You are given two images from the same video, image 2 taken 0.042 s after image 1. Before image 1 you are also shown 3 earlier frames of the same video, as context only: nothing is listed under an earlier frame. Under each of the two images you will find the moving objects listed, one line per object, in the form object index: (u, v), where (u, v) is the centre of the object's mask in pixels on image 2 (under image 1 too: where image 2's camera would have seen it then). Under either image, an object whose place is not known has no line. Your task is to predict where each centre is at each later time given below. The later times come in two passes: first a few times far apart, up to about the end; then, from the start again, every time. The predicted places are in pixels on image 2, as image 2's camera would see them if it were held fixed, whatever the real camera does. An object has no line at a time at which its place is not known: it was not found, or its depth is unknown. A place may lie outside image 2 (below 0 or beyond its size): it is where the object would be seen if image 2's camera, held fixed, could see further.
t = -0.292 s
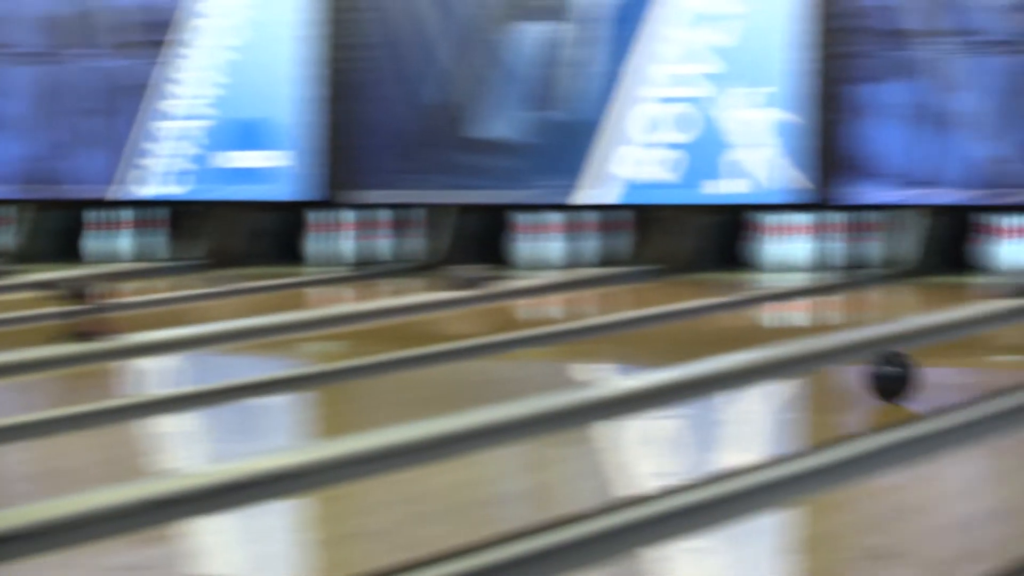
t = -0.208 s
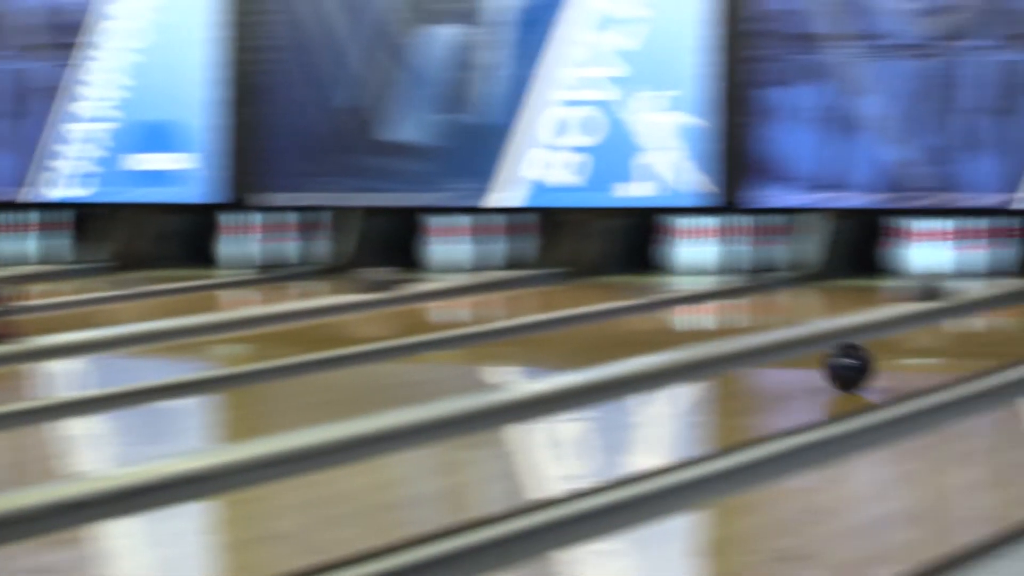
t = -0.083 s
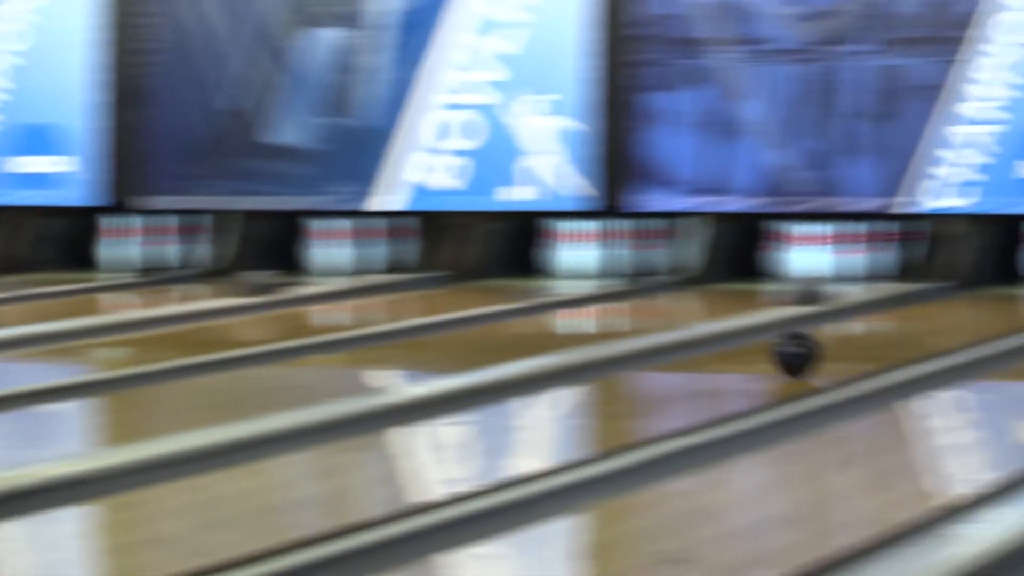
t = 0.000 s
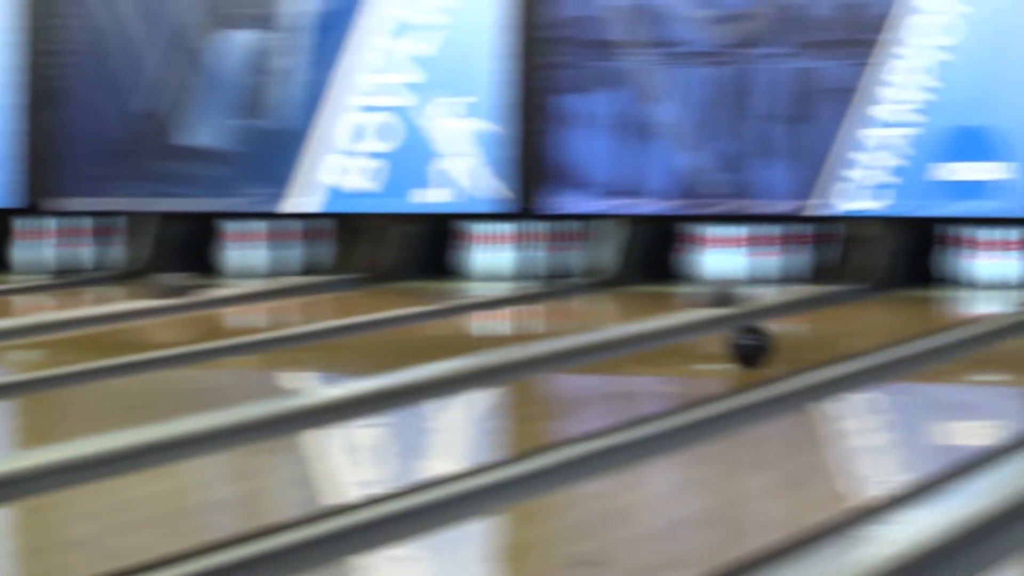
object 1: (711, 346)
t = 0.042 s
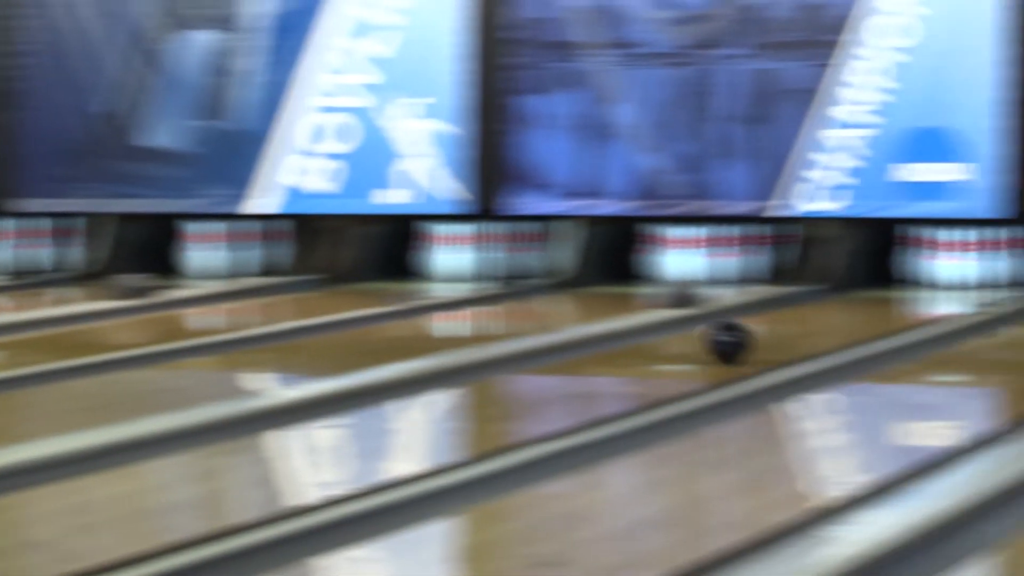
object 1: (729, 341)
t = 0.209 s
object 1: (792, 324)
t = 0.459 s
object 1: (872, 302)
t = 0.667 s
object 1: (923, 289)
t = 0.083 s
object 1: (746, 337)
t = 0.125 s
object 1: (761, 332)
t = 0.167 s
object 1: (778, 328)
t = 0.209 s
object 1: (792, 324)
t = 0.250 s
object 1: (808, 319)
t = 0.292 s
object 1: (821, 316)
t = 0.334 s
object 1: (834, 312)
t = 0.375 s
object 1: (848, 308)
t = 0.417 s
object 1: (860, 305)
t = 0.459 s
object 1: (872, 302)
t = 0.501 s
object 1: (884, 299)
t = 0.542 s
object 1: (895, 296)
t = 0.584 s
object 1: (905, 294)
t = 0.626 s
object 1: (915, 291)
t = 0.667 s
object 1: (923, 289)
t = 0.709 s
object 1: (932, 286)
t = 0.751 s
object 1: (940, 284)
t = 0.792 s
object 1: (948, 282)
